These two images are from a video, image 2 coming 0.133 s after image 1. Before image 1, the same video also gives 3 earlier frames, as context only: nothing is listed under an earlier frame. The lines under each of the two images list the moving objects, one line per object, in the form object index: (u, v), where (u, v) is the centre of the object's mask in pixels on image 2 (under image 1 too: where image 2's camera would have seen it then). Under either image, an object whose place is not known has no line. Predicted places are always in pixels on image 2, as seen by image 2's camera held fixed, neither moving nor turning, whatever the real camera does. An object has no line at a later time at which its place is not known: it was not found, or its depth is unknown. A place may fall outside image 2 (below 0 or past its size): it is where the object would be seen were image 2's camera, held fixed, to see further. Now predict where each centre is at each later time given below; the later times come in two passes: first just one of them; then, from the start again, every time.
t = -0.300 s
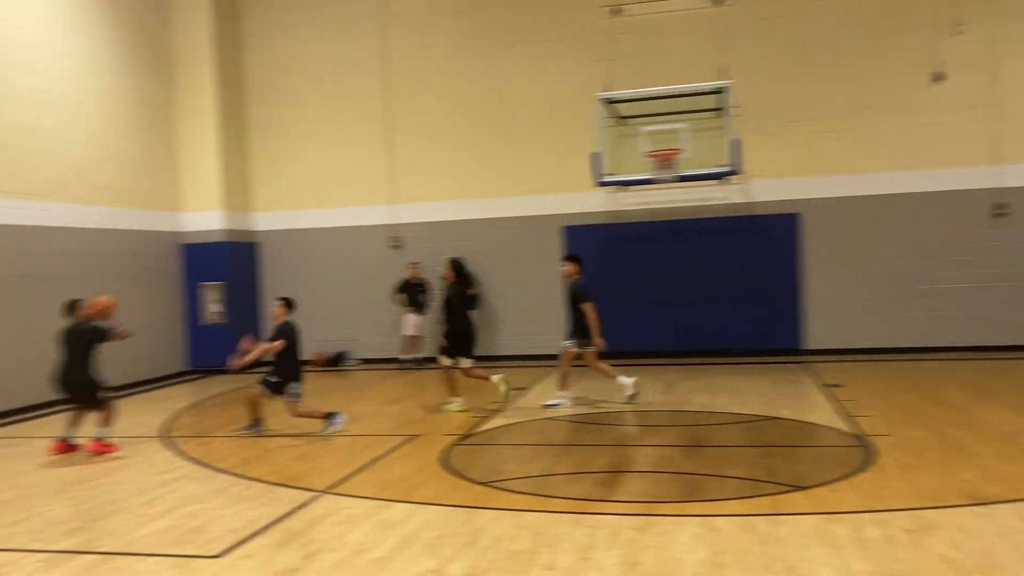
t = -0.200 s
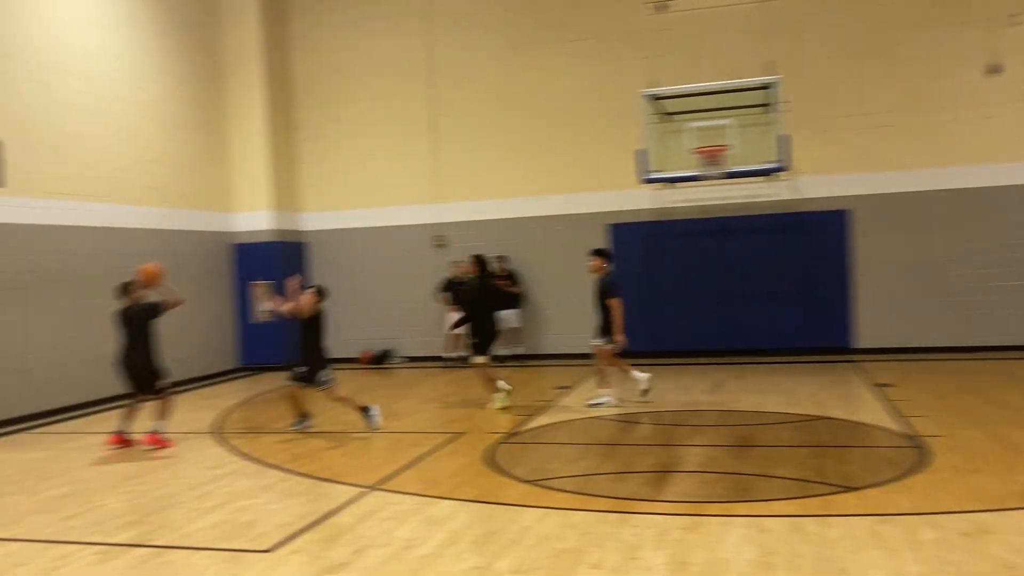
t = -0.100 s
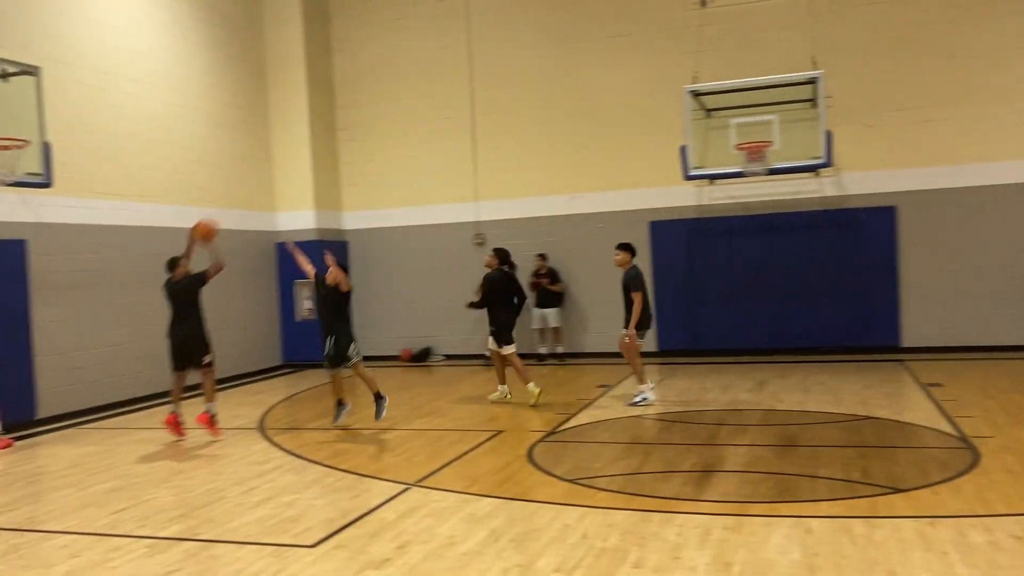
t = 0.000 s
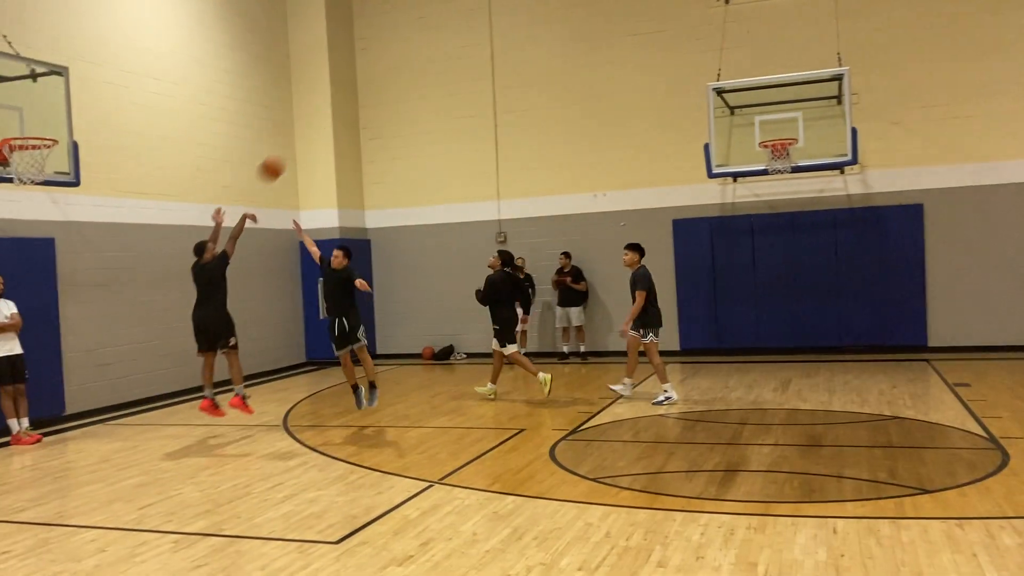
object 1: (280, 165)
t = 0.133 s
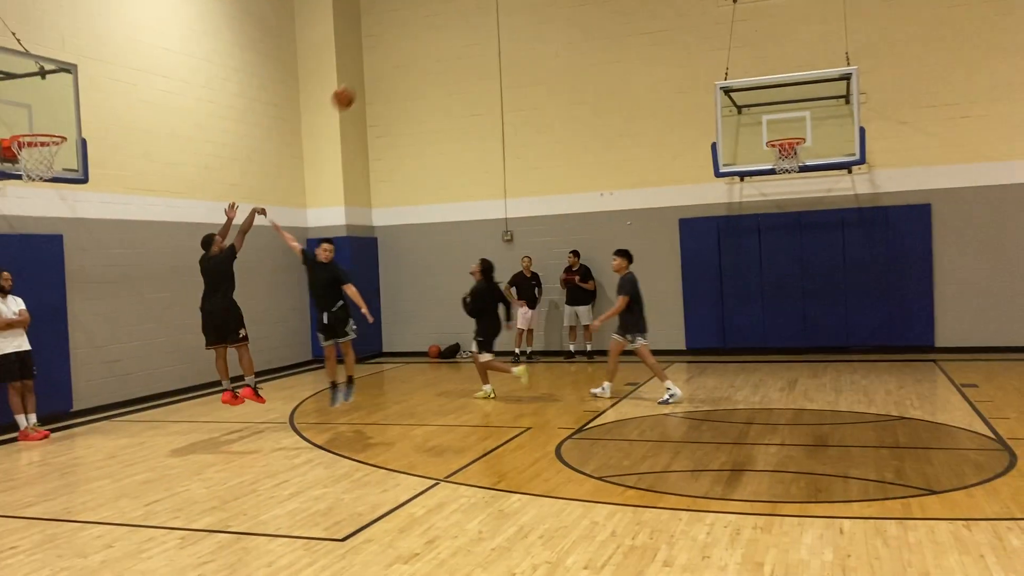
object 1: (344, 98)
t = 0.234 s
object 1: (391, 58)
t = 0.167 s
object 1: (360, 83)
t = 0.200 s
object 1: (375, 70)
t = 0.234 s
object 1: (391, 58)
